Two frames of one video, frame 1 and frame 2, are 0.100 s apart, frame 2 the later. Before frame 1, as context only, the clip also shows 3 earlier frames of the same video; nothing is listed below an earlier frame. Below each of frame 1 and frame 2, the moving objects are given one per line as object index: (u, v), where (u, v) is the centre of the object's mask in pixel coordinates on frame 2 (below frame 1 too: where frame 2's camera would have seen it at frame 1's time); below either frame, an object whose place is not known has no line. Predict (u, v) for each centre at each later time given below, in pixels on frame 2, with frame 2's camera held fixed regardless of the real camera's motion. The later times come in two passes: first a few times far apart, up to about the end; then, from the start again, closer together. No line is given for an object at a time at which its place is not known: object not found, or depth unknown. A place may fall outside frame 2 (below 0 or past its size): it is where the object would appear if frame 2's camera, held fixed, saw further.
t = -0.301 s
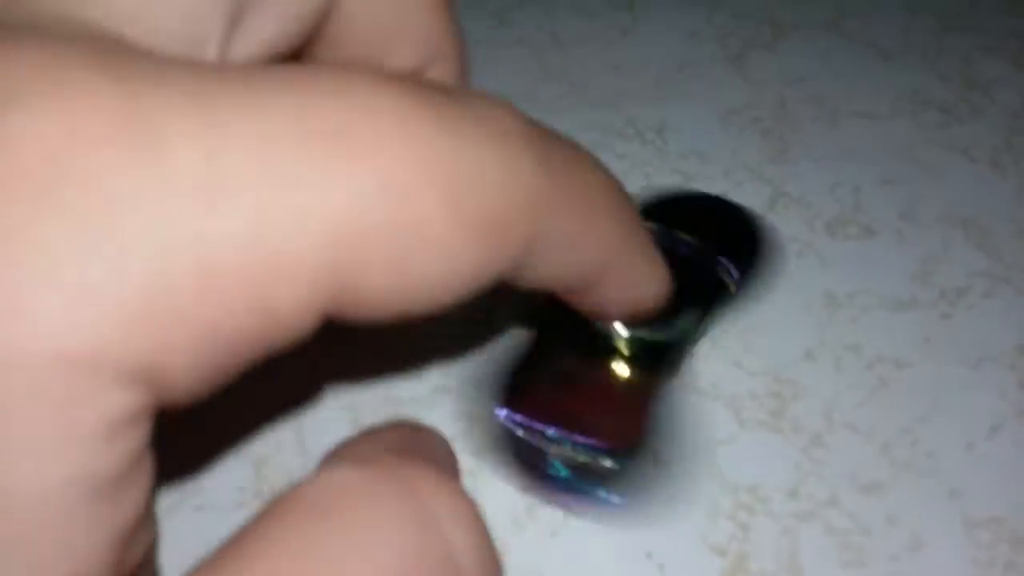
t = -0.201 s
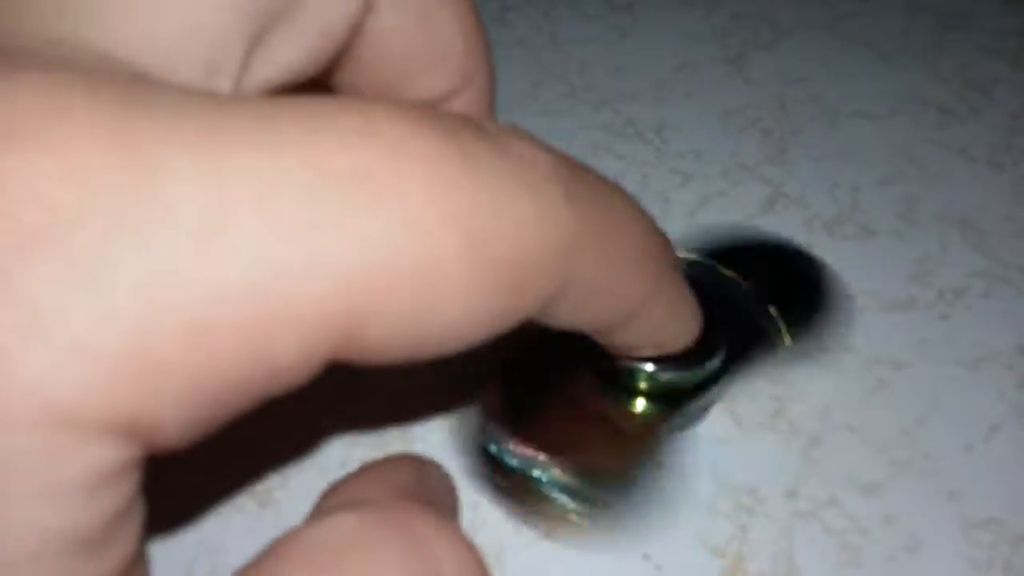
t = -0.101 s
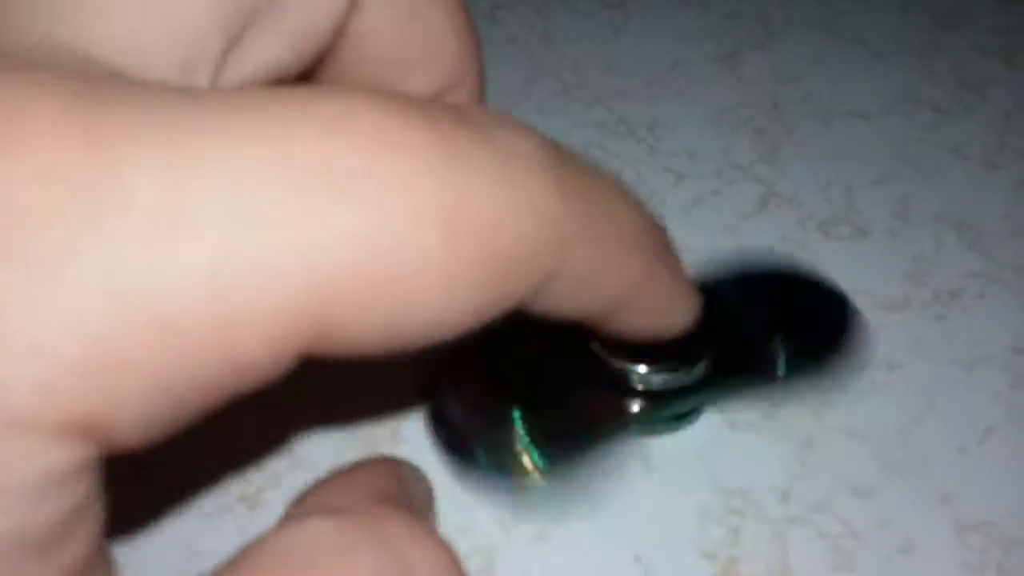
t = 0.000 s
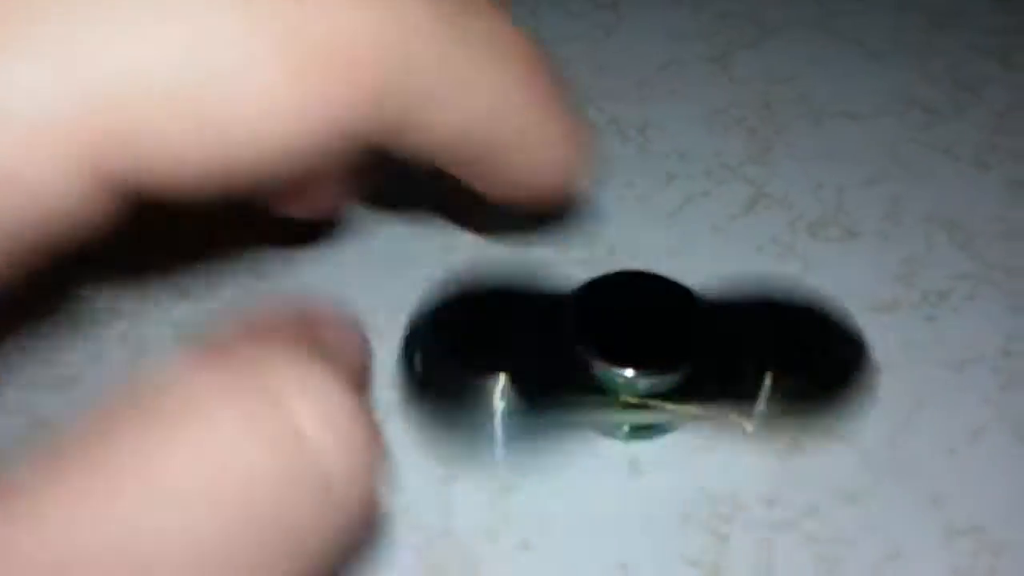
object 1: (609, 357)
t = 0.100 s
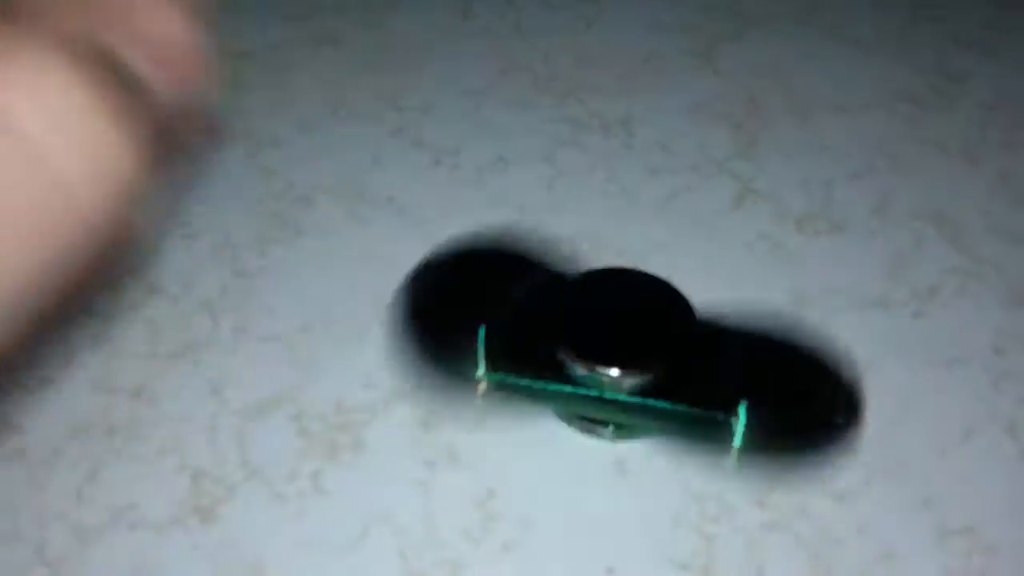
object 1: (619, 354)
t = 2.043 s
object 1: (590, 364)
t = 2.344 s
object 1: (632, 399)
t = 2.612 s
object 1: (639, 392)
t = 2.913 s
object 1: (628, 356)
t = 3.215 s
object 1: (588, 369)
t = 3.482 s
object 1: (590, 367)
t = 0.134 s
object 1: (595, 375)
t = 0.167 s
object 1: (636, 392)
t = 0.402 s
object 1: (634, 389)
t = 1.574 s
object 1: (604, 398)
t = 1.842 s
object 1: (635, 398)
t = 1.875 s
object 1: (639, 366)
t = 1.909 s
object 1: (597, 360)
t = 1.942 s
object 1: (593, 389)
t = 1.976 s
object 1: (637, 387)
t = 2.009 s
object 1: (630, 357)
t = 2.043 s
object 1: (590, 364)
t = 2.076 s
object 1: (606, 392)
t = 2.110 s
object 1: (644, 380)
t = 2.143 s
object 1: (623, 356)
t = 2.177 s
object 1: (587, 373)
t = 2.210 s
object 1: (617, 392)
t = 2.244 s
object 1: (642, 373)
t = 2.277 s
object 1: (614, 354)
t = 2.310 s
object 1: (589, 378)
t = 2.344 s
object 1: (632, 399)
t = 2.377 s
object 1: (641, 367)
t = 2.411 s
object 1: (601, 358)
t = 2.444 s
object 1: (590, 386)
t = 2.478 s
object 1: (632, 390)
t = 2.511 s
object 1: (637, 362)
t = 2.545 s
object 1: (600, 357)
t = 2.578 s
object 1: (597, 386)
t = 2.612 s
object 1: (639, 392)
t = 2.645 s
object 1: (637, 361)
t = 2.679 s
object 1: (596, 361)
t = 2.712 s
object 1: (601, 388)
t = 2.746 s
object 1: (640, 386)
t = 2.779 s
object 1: (628, 357)
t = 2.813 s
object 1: (591, 363)
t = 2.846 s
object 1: (605, 390)
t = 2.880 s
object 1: (643, 384)
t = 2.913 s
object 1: (628, 356)
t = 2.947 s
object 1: (591, 366)
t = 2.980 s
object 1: (606, 391)
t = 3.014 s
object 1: (641, 380)
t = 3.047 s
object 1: (621, 355)
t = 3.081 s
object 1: (588, 367)
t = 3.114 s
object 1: (609, 394)
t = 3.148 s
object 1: (645, 383)
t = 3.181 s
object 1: (625, 356)
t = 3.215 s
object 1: (588, 369)
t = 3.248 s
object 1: (610, 391)
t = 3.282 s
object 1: (643, 381)
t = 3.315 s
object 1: (622, 355)
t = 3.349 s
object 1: (589, 367)
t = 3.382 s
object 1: (610, 391)
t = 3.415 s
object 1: (645, 383)
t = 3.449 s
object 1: (624, 356)
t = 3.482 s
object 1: (590, 367)
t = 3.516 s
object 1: (608, 390)
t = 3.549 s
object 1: (641, 383)
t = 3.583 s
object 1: (623, 355)
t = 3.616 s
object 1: (589, 365)
